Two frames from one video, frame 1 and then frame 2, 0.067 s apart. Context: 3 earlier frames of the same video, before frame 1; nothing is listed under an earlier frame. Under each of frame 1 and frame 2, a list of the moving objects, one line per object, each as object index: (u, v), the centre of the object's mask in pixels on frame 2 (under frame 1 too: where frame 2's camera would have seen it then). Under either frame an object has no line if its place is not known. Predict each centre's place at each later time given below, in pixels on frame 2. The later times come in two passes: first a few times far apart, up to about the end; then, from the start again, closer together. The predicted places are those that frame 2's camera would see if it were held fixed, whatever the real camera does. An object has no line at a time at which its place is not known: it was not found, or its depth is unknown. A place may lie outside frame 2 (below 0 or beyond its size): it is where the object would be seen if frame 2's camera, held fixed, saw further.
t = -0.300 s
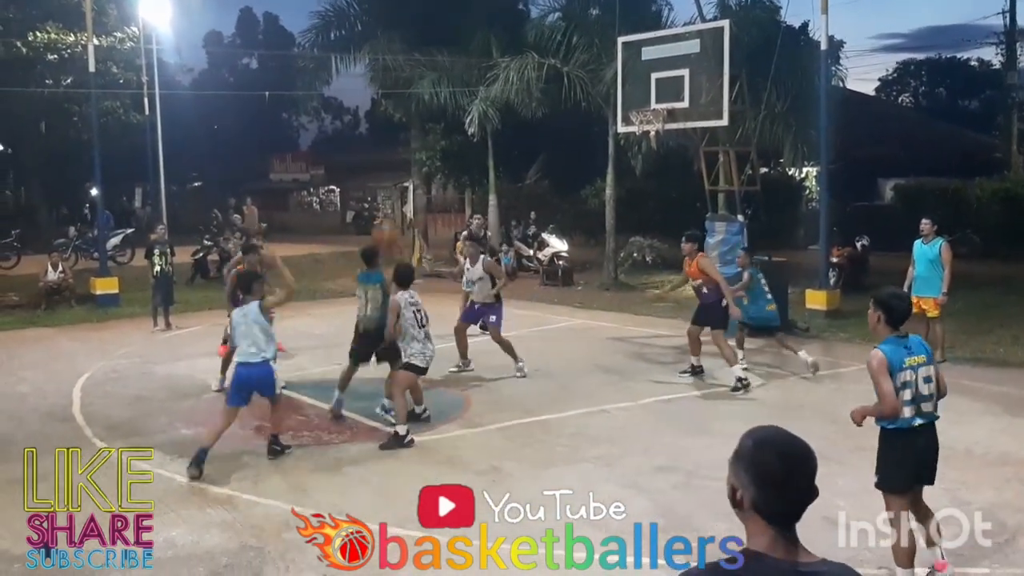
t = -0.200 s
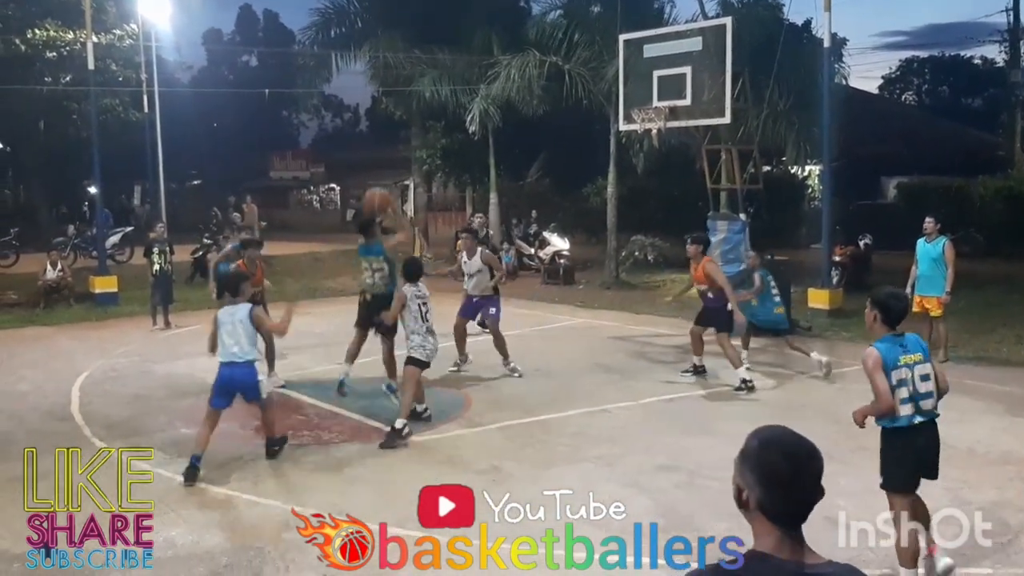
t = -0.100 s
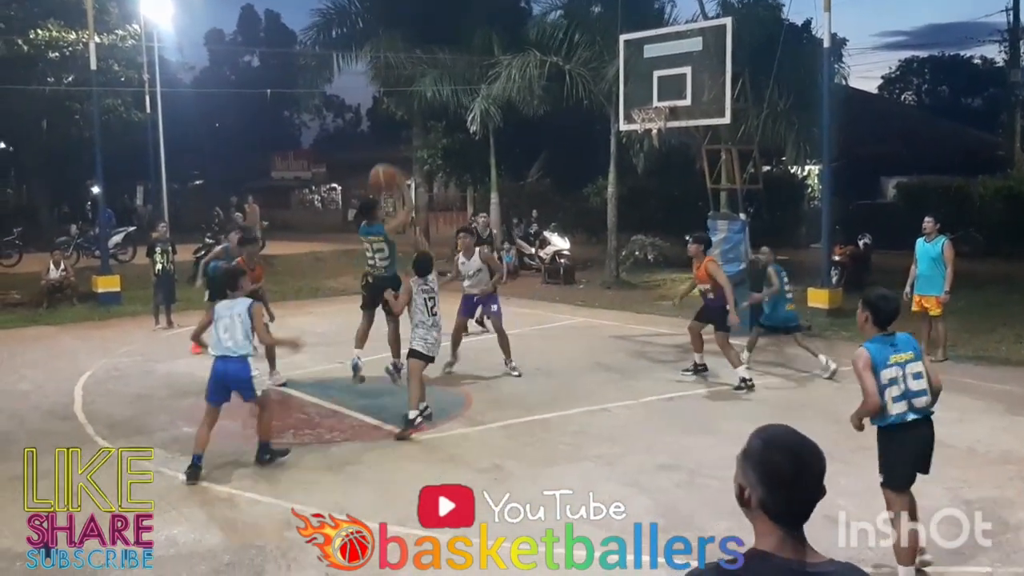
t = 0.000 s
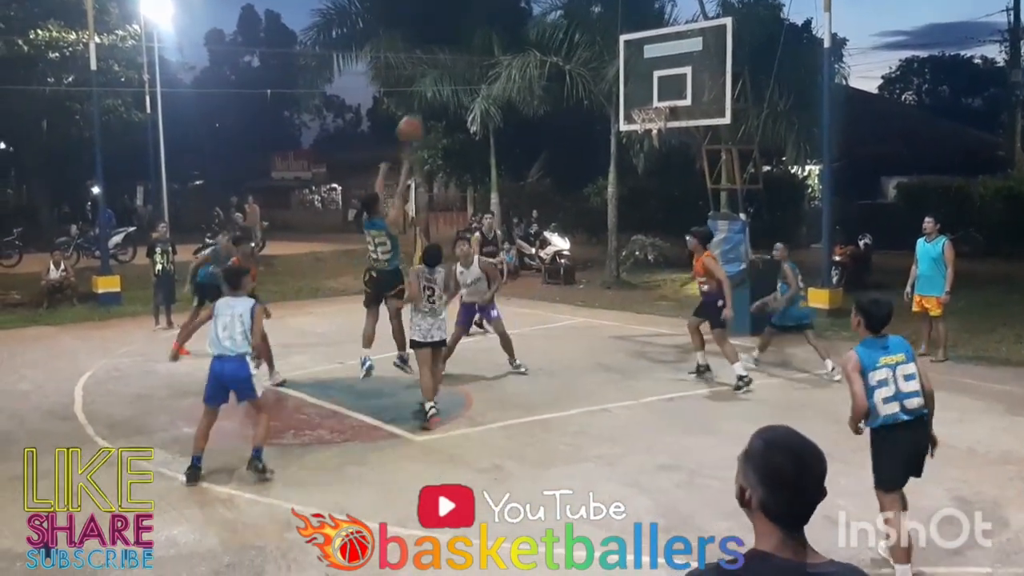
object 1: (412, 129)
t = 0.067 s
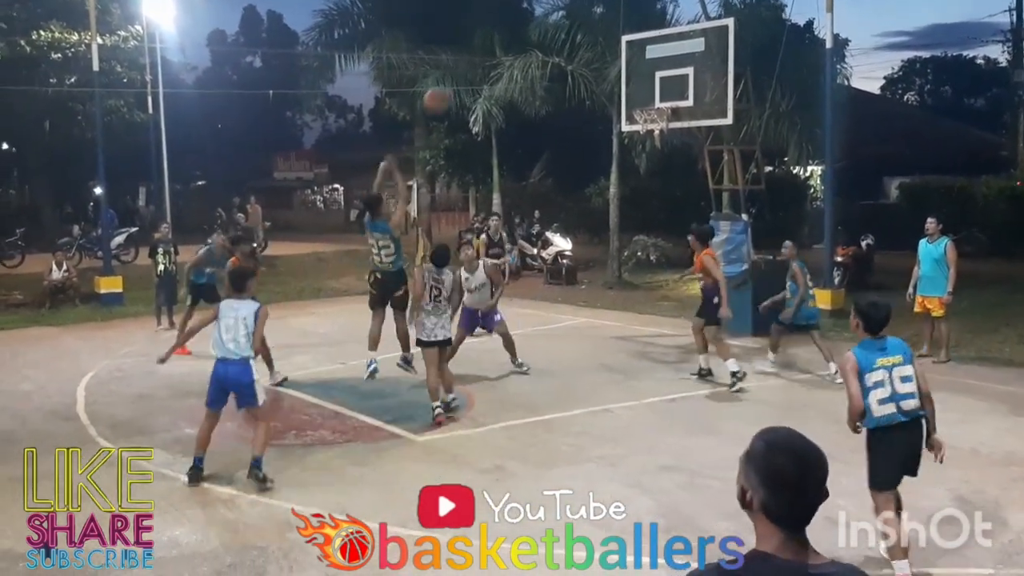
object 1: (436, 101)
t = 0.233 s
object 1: (491, 51)
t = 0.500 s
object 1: (569, 37)
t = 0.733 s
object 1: (623, 73)
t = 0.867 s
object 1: (645, 98)
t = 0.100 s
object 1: (447, 89)
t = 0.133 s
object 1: (459, 76)
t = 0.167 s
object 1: (470, 68)
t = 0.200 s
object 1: (481, 58)
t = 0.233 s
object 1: (491, 51)
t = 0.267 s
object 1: (501, 46)
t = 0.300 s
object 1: (510, 43)
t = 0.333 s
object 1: (522, 38)
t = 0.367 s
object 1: (531, 36)
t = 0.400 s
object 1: (540, 34)
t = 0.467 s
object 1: (559, 35)
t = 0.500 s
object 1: (569, 37)
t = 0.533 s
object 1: (577, 40)
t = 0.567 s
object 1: (585, 43)
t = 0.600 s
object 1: (594, 48)
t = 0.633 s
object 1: (601, 52)
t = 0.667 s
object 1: (609, 60)
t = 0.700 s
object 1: (616, 67)
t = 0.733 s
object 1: (623, 73)
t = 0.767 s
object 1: (631, 80)
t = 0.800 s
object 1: (638, 91)
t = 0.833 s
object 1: (645, 101)
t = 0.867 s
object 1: (645, 98)
